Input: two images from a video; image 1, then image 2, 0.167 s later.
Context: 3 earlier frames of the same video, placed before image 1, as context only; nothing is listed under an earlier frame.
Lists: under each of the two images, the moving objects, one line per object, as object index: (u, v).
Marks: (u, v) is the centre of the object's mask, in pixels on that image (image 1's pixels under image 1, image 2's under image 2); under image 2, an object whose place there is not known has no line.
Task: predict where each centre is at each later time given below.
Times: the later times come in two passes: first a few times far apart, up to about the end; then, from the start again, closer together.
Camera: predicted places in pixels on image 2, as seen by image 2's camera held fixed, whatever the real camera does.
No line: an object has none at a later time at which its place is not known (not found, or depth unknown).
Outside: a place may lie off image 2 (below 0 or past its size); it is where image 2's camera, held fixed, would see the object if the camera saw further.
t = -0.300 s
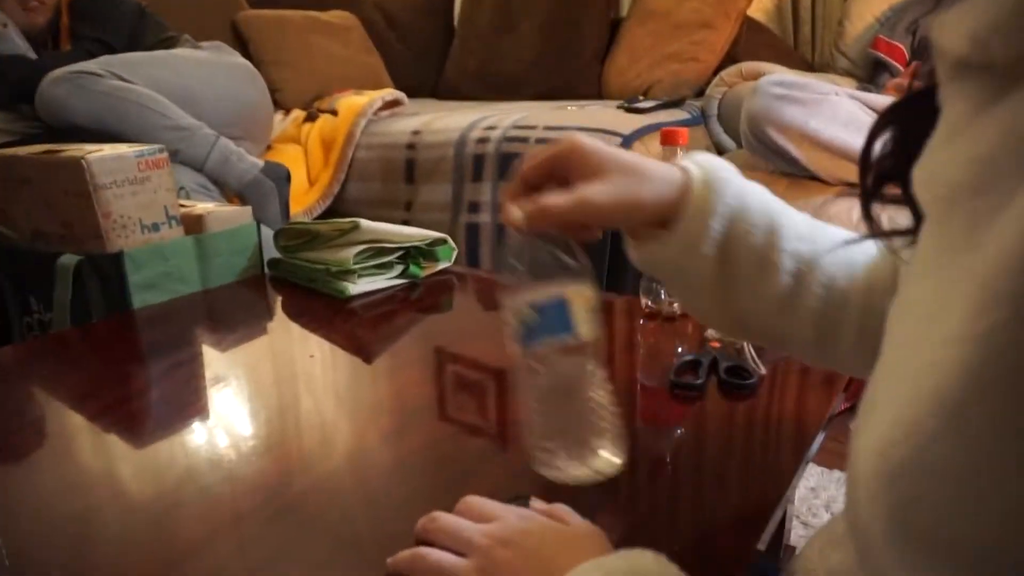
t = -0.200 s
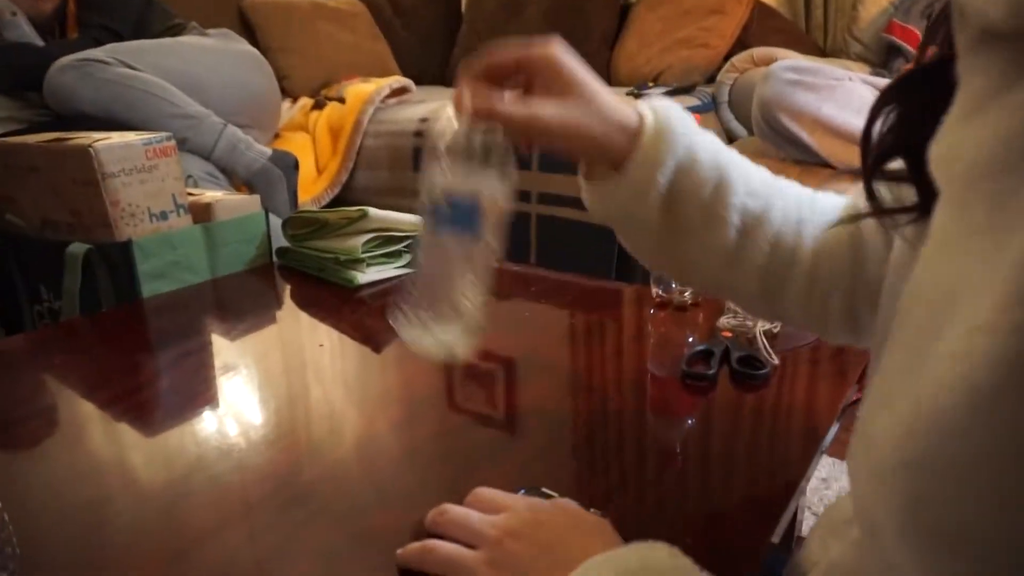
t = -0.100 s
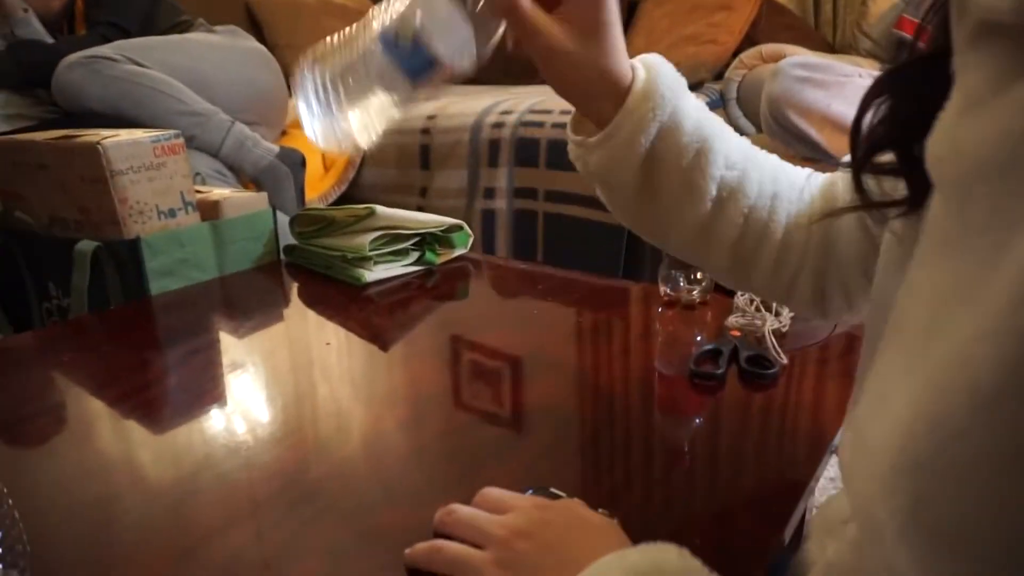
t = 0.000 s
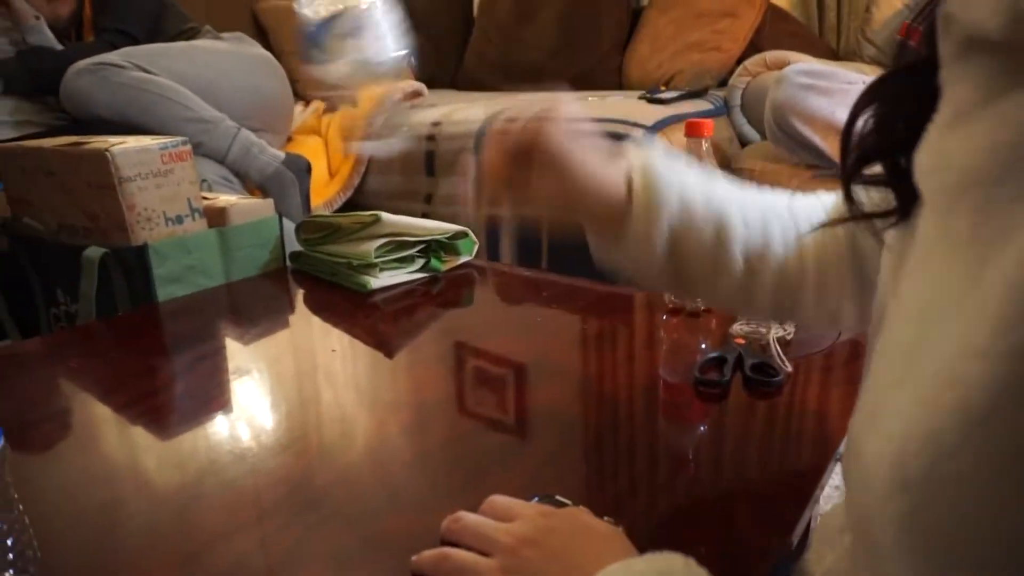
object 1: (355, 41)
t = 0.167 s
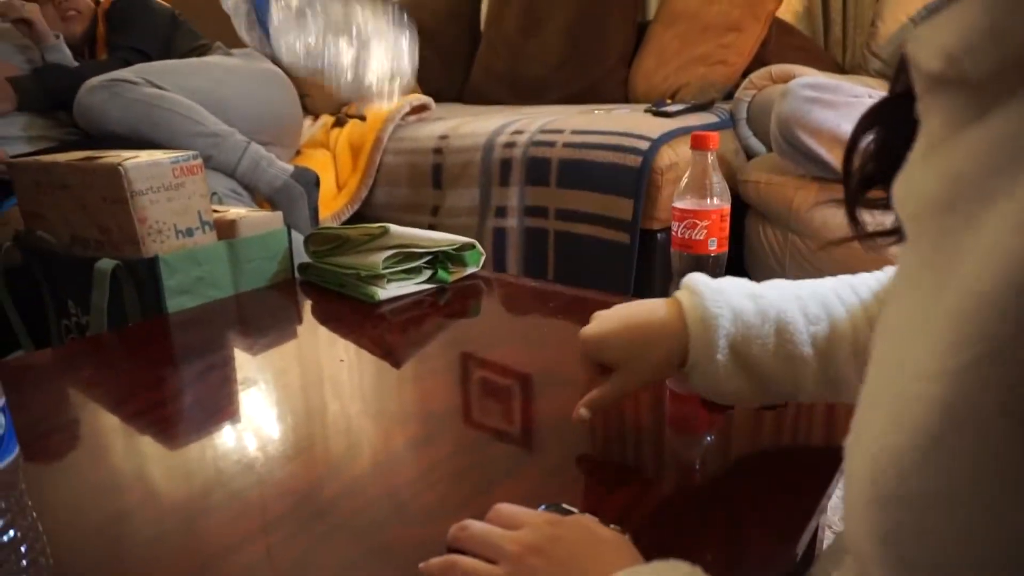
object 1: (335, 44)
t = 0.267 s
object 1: (331, 242)
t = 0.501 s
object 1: (354, 357)
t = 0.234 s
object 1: (334, 167)
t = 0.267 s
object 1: (331, 242)
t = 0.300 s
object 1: (334, 319)
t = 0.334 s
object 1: (332, 338)
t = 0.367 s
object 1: (338, 367)
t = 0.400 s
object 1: (342, 363)
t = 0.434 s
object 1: (346, 360)
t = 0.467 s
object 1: (351, 358)
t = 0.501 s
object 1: (354, 357)
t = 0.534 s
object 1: (356, 356)
